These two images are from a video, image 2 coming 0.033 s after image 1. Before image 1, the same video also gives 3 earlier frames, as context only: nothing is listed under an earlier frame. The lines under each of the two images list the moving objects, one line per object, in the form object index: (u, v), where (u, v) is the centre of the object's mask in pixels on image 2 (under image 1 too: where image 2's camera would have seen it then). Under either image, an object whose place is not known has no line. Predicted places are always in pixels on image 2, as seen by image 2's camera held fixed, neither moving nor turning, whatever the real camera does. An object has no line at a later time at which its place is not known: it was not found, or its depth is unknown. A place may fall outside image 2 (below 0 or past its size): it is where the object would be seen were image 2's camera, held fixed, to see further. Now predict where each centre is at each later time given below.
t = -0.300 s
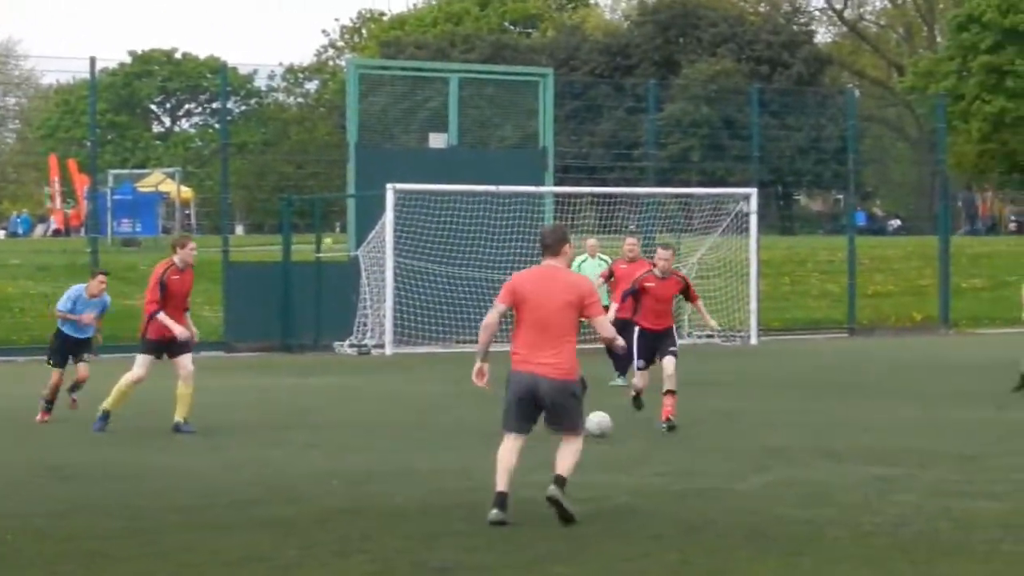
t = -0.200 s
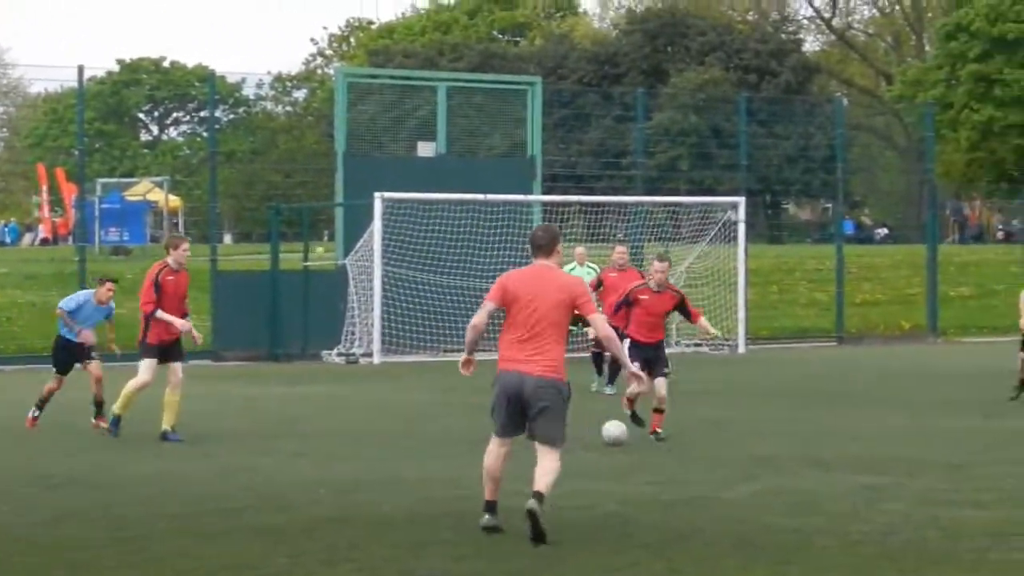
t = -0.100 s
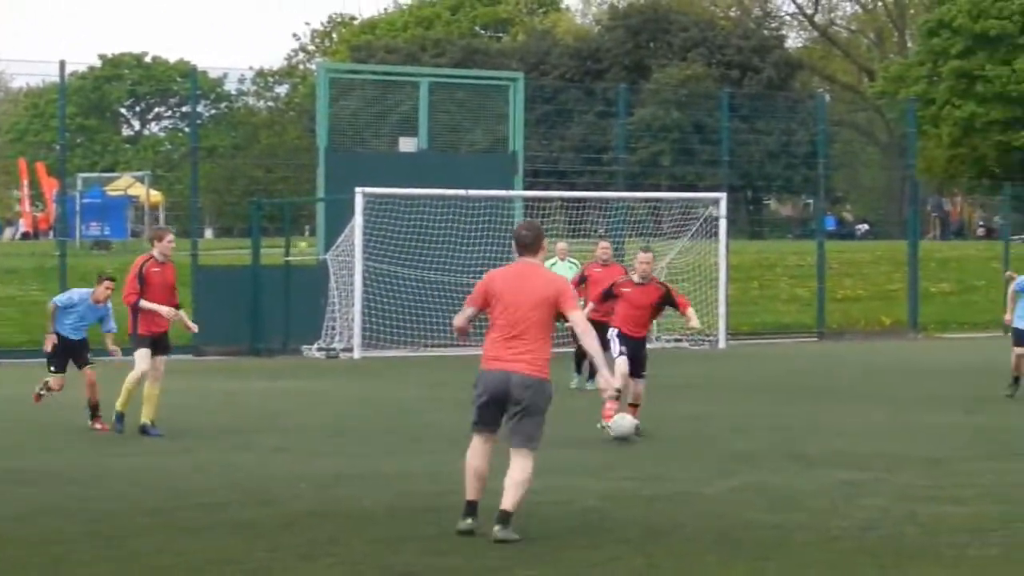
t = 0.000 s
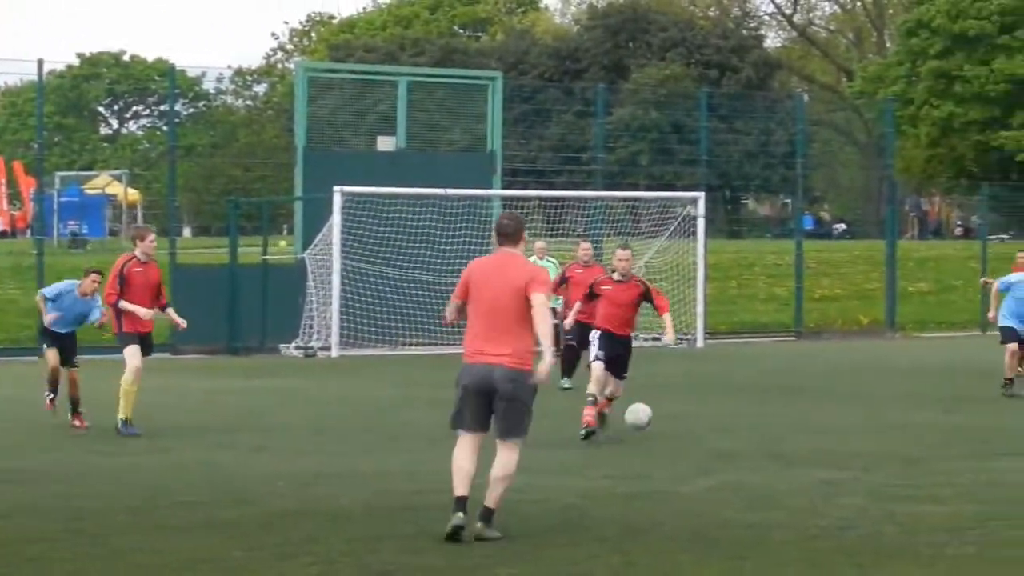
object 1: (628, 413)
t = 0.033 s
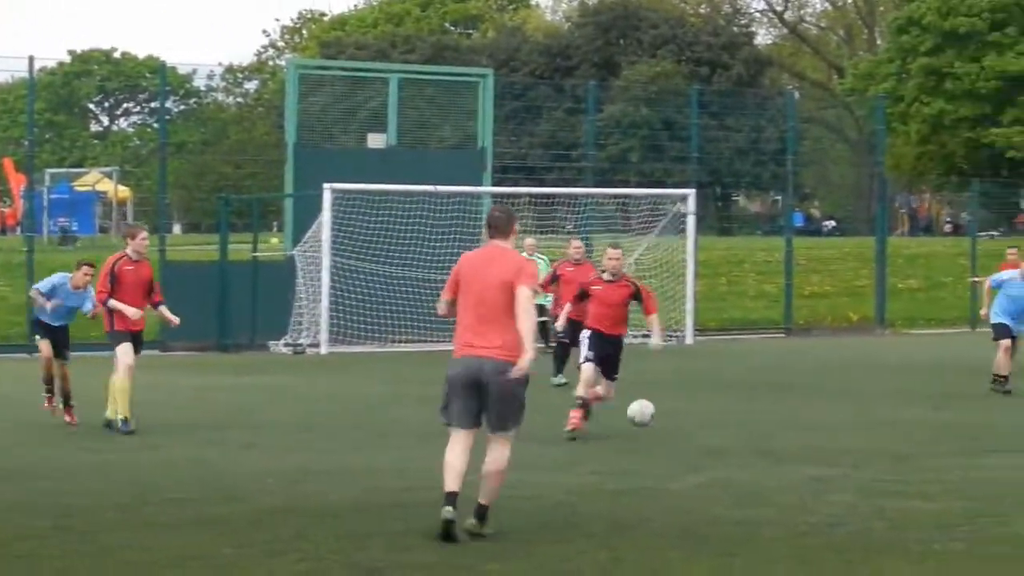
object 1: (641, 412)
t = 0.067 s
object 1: (655, 413)
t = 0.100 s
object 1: (670, 416)
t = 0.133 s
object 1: (686, 420)
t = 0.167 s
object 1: (701, 425)
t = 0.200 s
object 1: (718, 431)
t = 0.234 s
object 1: (735, 439)
